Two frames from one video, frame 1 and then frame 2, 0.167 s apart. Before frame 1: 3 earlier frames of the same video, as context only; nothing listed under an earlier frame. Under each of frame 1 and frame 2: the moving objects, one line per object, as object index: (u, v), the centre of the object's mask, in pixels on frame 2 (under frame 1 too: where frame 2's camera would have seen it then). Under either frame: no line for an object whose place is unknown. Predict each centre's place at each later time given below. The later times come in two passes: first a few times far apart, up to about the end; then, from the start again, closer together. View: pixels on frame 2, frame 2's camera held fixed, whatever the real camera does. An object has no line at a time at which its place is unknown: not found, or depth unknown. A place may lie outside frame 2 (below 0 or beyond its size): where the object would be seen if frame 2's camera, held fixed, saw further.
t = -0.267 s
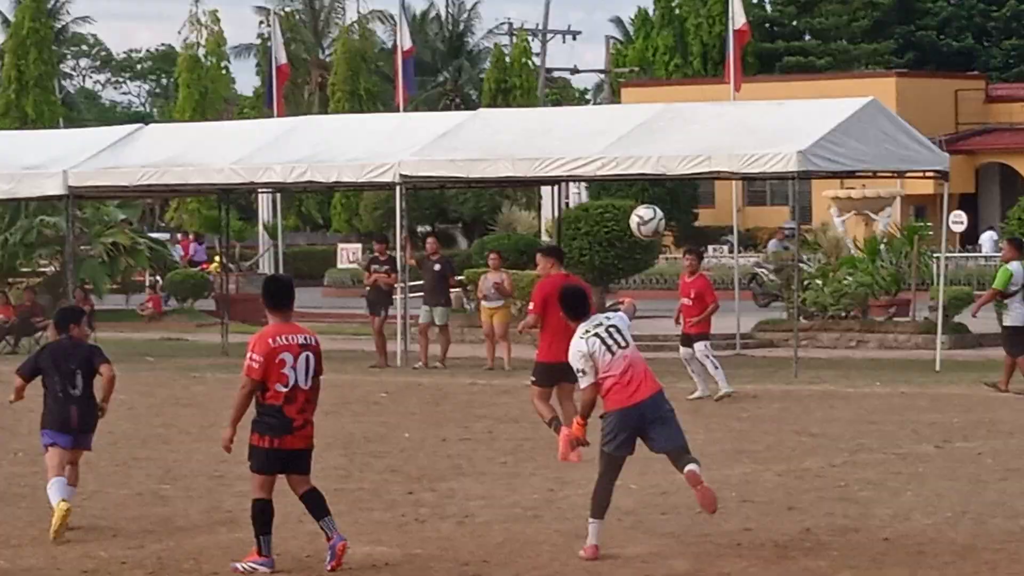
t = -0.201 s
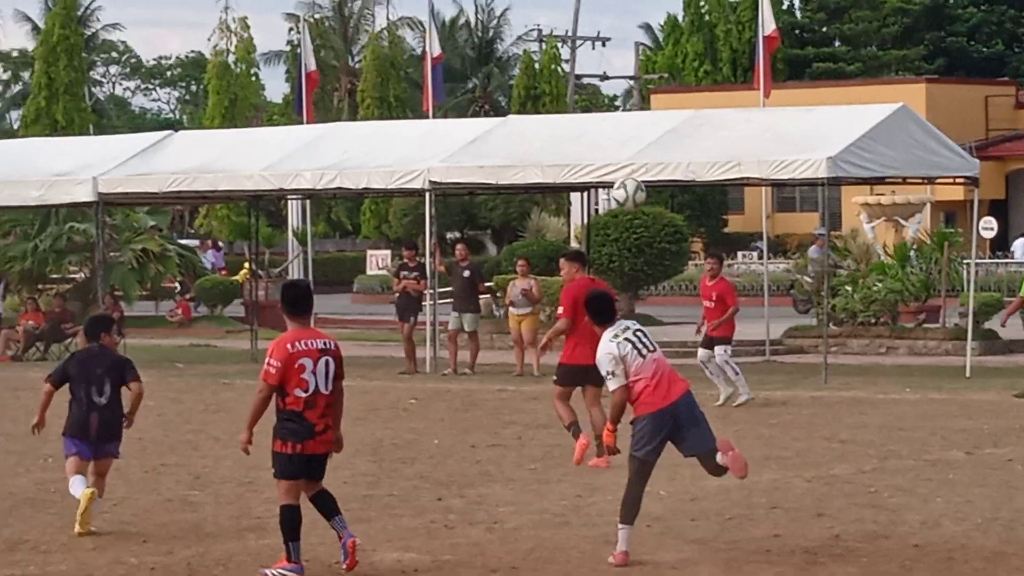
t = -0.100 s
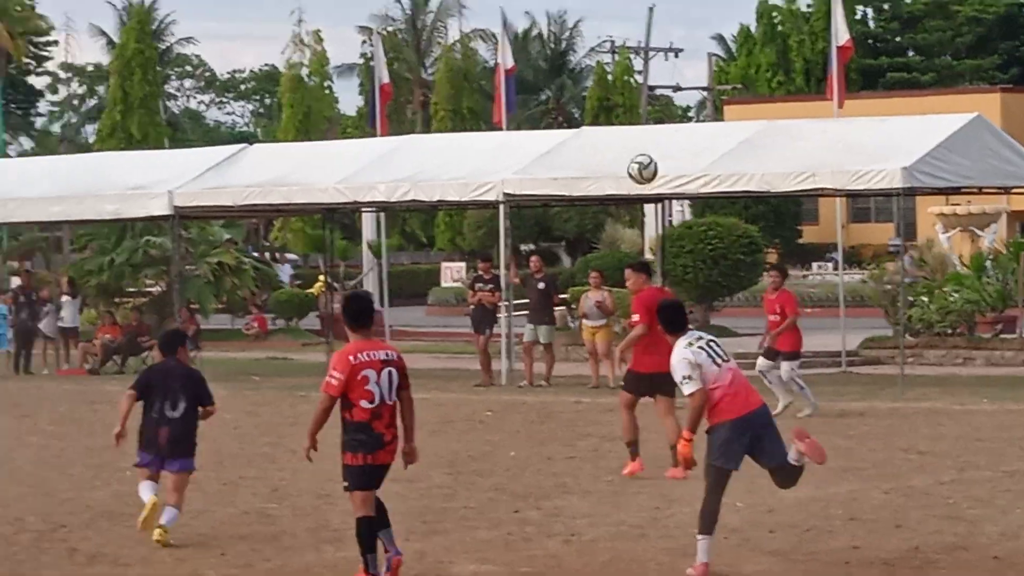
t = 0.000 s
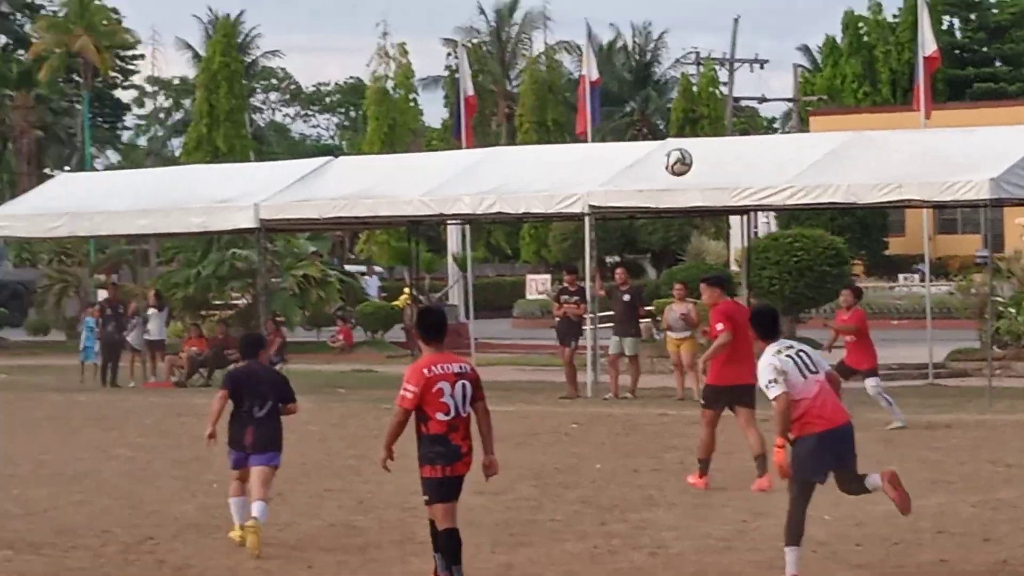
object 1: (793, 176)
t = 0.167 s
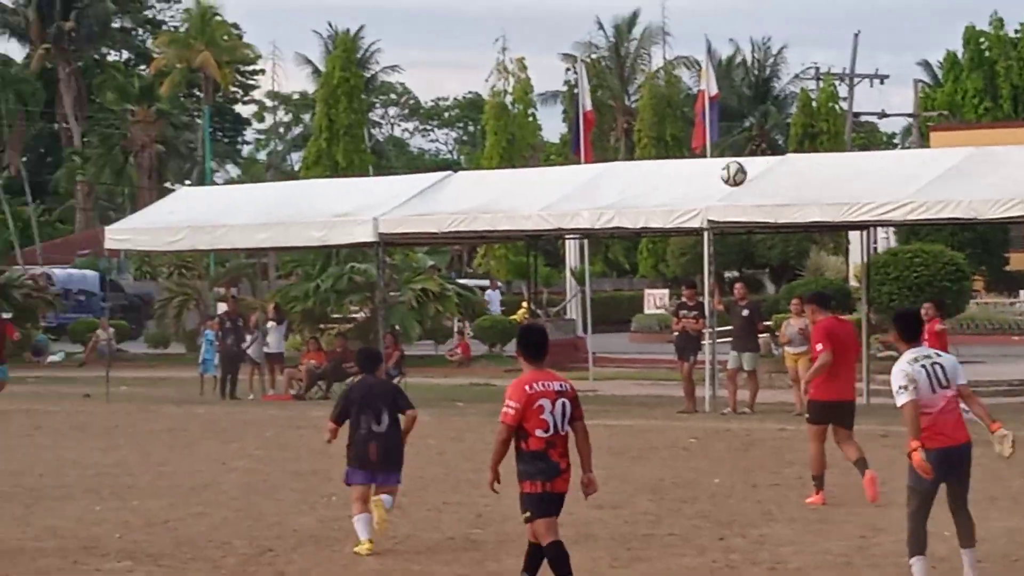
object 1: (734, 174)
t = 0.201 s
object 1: (724, 177)
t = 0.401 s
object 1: (677, 215)
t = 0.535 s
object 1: (650, 257)
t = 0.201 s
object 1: (724, 177)
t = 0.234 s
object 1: (715, 181)
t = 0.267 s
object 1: (707, 185)
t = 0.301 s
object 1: (698, 192)
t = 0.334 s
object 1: (691, 198)
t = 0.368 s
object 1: (683, 206)
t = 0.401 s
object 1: (677, 215)
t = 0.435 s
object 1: (671, 224)
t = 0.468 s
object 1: (663, 234)
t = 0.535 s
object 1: (650, 257)
